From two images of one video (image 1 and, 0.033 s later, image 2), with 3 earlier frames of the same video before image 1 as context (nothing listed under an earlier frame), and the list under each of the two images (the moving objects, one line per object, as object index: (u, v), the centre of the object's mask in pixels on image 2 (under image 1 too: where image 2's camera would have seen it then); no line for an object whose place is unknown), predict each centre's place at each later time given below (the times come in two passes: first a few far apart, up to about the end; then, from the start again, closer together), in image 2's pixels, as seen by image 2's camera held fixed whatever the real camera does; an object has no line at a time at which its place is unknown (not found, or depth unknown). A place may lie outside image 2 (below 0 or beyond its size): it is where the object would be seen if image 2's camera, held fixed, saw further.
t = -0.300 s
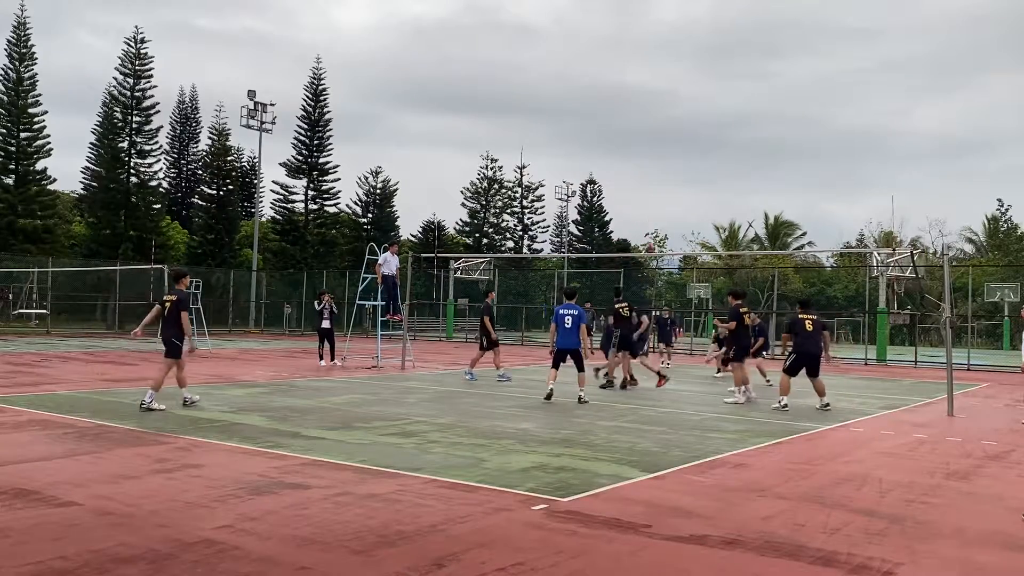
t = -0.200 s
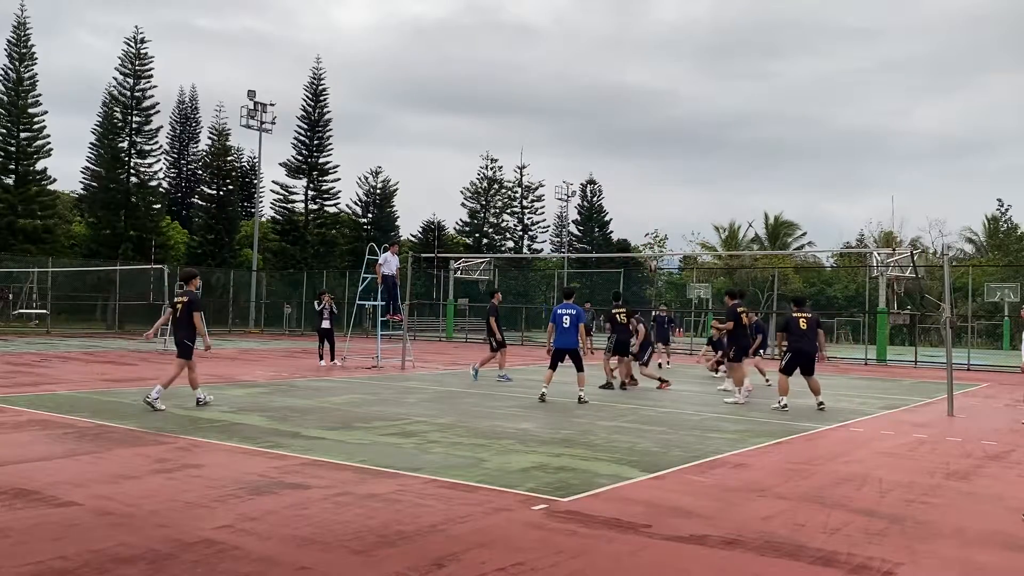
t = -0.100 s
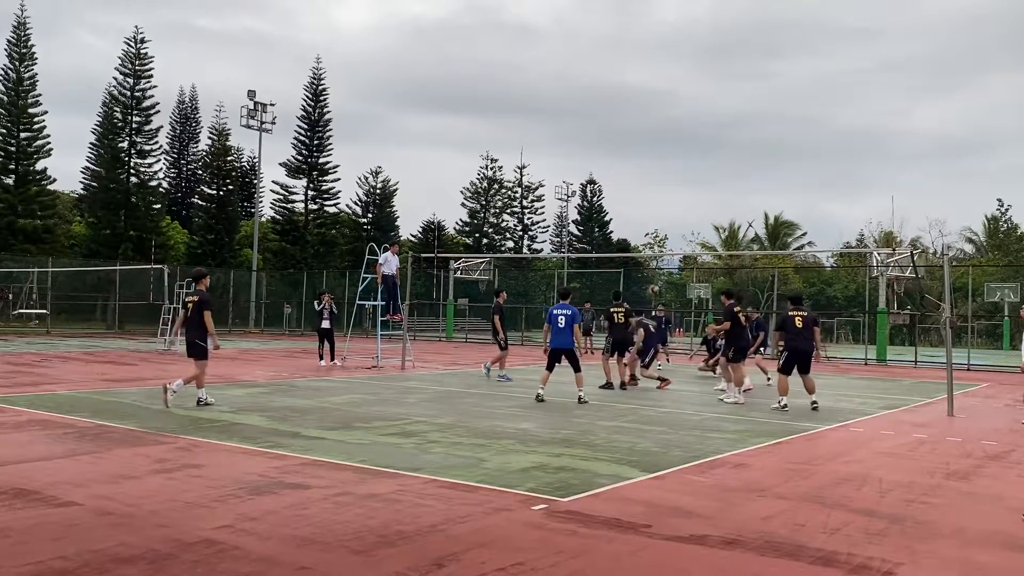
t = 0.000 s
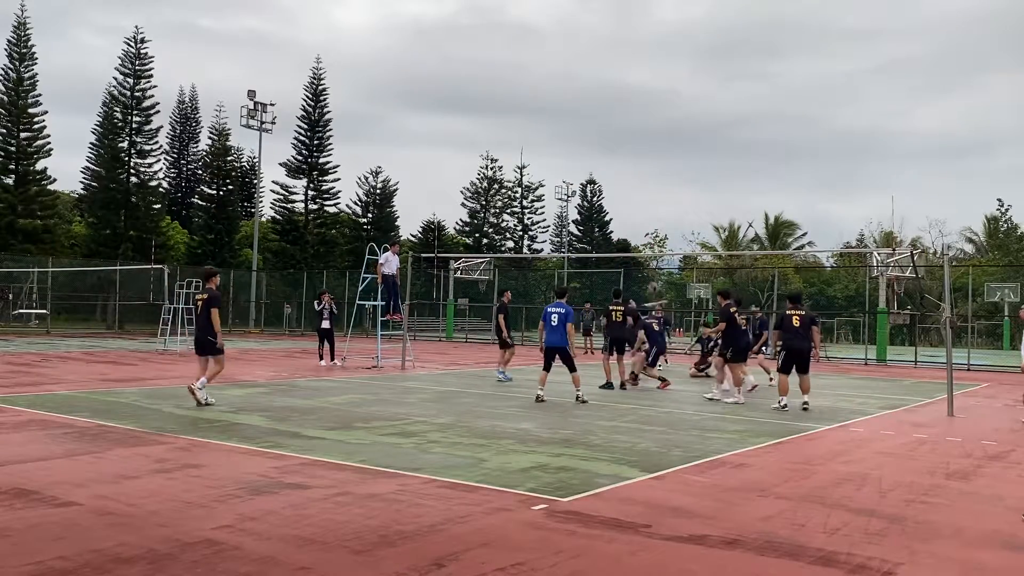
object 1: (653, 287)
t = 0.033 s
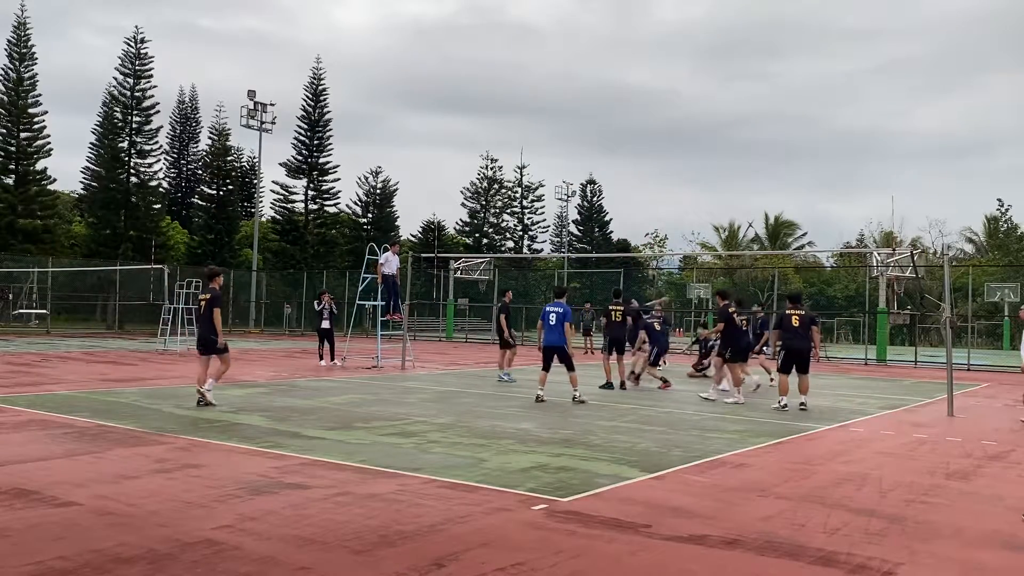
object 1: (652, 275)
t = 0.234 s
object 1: (645, 210)
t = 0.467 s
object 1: (638, 160)
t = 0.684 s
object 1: (631, 136)
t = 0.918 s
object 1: (623, 136)
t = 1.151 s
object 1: (615, 163)
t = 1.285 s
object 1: (610, 189)
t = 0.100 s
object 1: (652, 249)
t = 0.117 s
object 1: (651, 247)
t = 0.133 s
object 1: (648, 238)
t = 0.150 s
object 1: (648, 235)
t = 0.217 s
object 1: (646, 215)
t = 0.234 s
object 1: (645, 210)
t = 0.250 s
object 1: (645, 205)
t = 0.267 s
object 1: (644, 201)
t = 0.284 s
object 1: (644, 197)
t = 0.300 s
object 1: (643, 193)
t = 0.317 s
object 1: (643, 189)
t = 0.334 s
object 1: (642, 185)
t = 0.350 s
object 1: (642, 181)
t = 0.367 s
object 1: (641, 178)
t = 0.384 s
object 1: (641, 175)
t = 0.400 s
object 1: (640, 171)
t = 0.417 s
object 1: (640, 168)
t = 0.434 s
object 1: (639, 165)
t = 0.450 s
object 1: (639, 162)
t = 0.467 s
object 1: (638, 160)
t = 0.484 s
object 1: (638, 157)
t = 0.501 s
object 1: (637, 154)
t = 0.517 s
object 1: (637, 152)
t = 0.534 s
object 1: (636, 150)
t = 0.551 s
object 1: (636, 148)
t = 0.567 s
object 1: (635, 146)
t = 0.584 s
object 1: (635, 144)
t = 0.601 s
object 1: (634, 142)
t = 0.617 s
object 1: (633, 141)
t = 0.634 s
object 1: (633, 139)
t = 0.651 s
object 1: (632, 138)
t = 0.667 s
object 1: (632, 137)
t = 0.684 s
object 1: (631, 136)
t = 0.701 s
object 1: (631, 135)
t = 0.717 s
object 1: (630, 135)
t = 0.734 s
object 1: (630, 134)
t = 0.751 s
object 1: (629, 133)
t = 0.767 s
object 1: (628, 133)
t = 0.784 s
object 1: (628, 133)
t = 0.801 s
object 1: (627, 133)
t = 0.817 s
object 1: (627, 133)
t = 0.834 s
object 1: (626, 133)
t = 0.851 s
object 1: (626, 133)
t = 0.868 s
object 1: (625, 134)
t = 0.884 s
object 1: (625, 135)
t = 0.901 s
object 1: (624, 135)
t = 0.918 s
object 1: (623, 136)
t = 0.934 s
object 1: (623, 137)
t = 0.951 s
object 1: (622, 138)
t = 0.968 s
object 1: (622, 140)
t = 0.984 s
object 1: (621, 141)
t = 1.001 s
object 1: (620, 143)
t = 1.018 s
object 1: (620, 144)
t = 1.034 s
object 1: (619, 146)
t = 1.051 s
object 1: (618, 148)
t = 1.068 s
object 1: (618, 150)
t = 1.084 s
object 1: (617, 153)
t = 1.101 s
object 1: (617, 155)
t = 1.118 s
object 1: (616, 158)
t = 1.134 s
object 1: (616, 160)
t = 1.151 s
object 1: (615, 163)
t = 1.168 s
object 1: (614, 166)
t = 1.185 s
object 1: (614, 169)
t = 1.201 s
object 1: (613, 172)
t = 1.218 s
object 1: (613, 175)
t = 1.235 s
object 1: (612, 178)
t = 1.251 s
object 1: (612, 182)
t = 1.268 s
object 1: (611, 186)
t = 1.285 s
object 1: (610, 189)
